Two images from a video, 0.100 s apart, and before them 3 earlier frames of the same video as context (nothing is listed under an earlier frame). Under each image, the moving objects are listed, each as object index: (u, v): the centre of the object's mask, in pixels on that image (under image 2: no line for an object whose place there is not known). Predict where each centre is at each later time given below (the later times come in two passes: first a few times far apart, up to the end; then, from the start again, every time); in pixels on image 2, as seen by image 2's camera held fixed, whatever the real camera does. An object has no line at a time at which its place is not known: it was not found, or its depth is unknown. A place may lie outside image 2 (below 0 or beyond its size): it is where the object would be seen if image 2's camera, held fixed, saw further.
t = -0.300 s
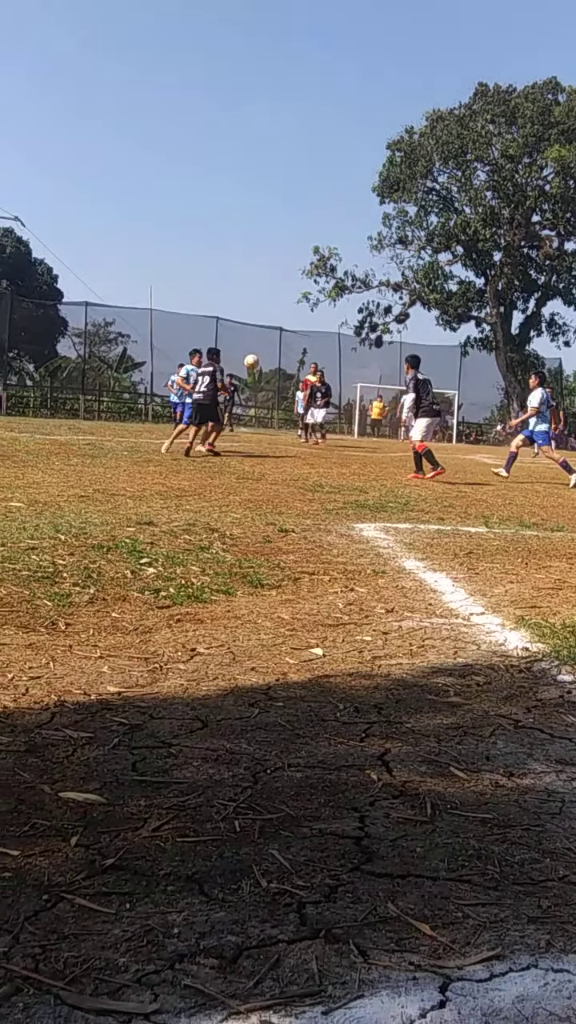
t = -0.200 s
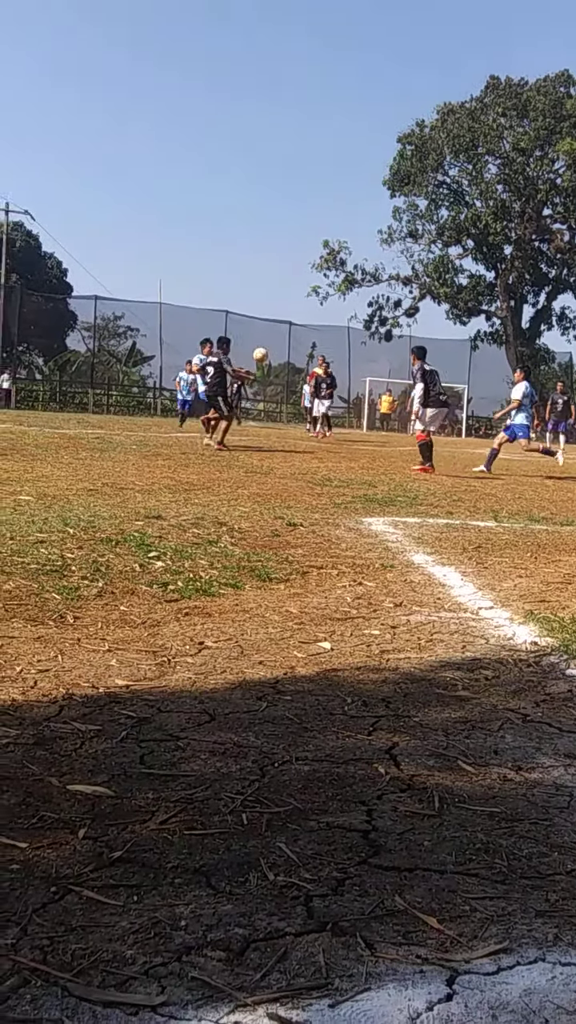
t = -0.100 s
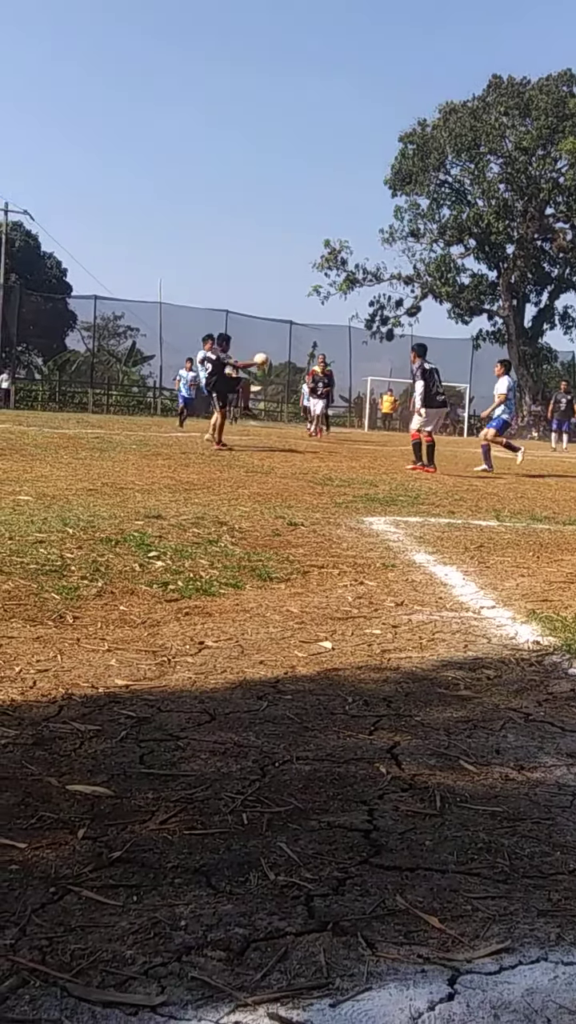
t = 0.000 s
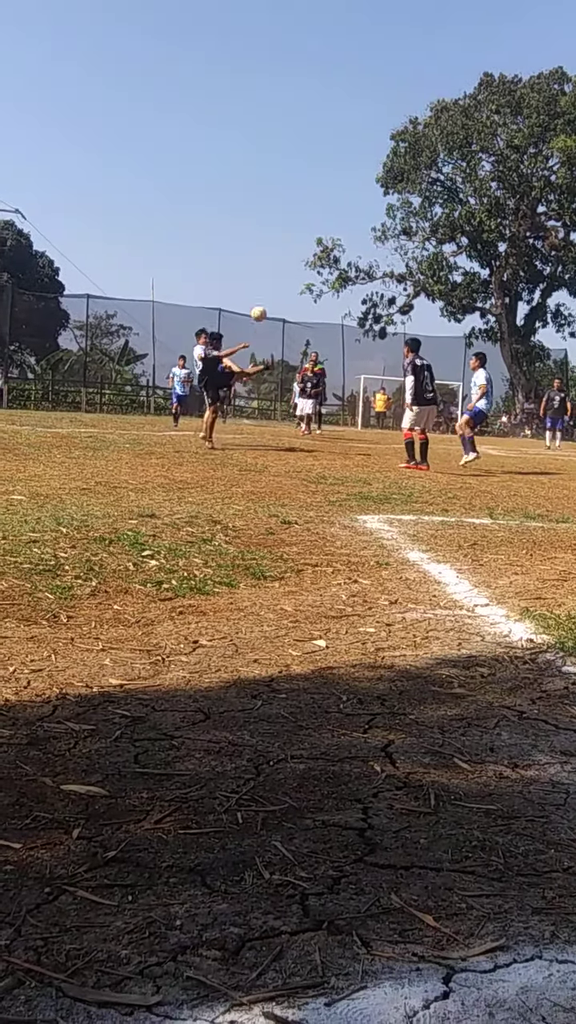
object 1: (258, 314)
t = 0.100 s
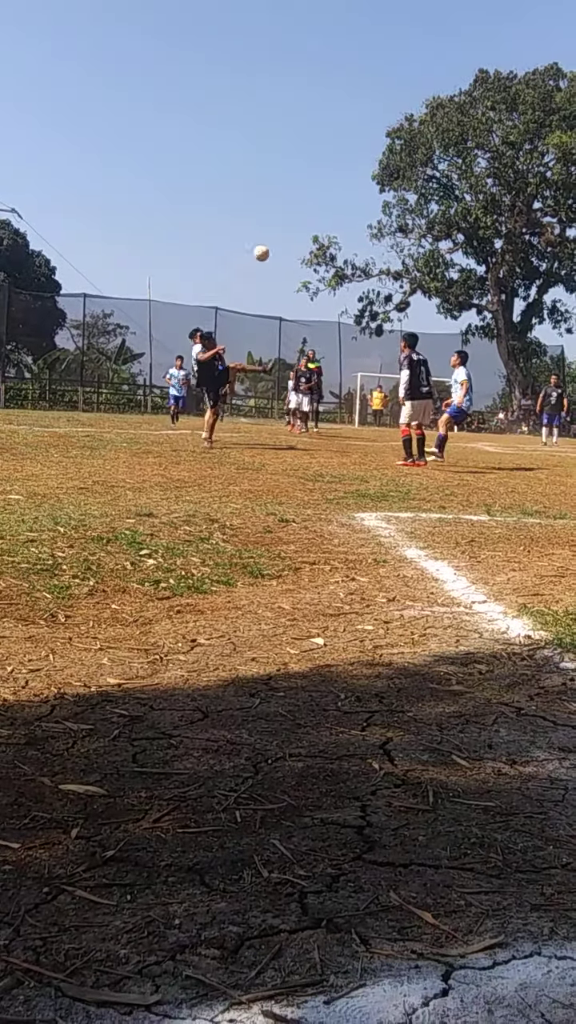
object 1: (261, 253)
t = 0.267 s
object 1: (270, 168)
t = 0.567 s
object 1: (287, 61)
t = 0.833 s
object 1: (300, 15)
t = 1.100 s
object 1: (312, 24)
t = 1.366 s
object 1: (325, 97)
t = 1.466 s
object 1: (330, 141)
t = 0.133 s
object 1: (263, 234)
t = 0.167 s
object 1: (265, 217)
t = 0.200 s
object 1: (267, 200)
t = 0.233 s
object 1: (269, 184)
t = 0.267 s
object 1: (270, 168)
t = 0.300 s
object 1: (273, 153)
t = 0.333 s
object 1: (274, 138)
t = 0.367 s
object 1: (276, 125)
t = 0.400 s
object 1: (277, 112)
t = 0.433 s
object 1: (278, 101)
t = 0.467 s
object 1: (280, 90)
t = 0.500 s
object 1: (283, 79)
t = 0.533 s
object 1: (285, 70)
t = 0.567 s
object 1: (287, 61)
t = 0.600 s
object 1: (289, 52)
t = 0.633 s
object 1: (291, 44)
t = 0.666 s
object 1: (292, 38)
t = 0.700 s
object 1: (294, 32)
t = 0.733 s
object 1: (295, 26)
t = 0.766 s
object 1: (297, 22)
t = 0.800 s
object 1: (299, 18)
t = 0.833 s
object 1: (300, 15)
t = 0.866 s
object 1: (302, 13)
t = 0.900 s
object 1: (304, 12)
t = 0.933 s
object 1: (305, 12)
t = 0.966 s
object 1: (307, 12)
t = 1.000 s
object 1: (308, 13)
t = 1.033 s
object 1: (309, 17)
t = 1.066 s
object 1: (311, 20)
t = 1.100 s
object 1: (312, 24)
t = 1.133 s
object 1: (313, 31)
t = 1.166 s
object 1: (315, 37)
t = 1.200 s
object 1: (316, 44)
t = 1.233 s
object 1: (318, 53)
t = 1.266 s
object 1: (319, 63)
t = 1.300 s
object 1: (321, 73)
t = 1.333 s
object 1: (323, 85)
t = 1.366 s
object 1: (325, 97)
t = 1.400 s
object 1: (327, 111)
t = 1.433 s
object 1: (329, 125)
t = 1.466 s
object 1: (330, 141)
